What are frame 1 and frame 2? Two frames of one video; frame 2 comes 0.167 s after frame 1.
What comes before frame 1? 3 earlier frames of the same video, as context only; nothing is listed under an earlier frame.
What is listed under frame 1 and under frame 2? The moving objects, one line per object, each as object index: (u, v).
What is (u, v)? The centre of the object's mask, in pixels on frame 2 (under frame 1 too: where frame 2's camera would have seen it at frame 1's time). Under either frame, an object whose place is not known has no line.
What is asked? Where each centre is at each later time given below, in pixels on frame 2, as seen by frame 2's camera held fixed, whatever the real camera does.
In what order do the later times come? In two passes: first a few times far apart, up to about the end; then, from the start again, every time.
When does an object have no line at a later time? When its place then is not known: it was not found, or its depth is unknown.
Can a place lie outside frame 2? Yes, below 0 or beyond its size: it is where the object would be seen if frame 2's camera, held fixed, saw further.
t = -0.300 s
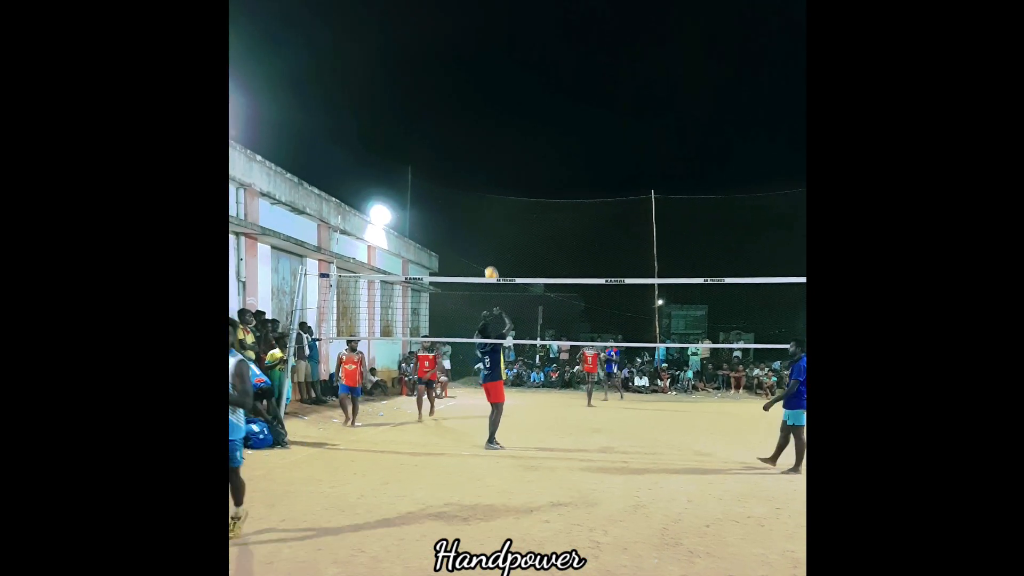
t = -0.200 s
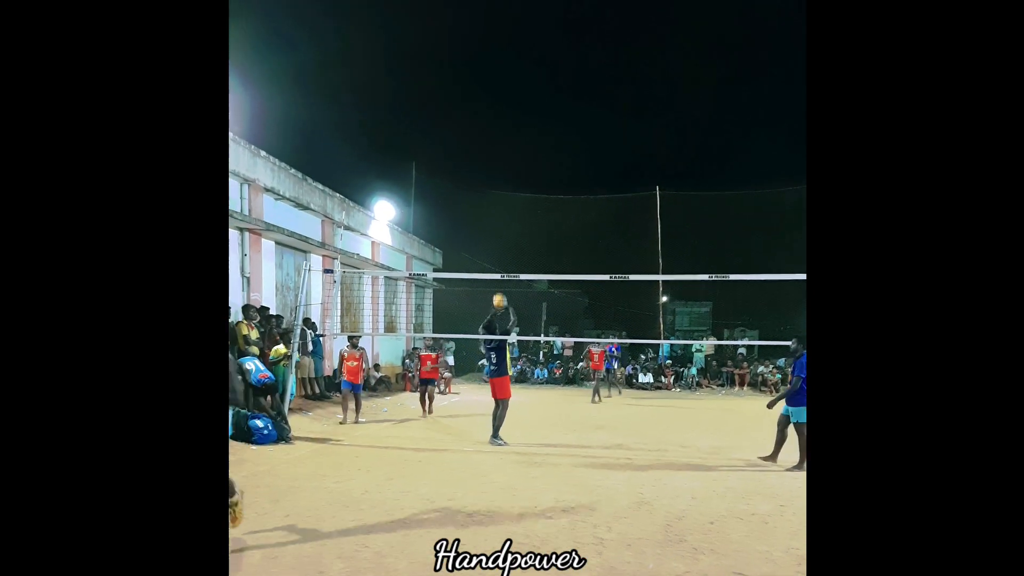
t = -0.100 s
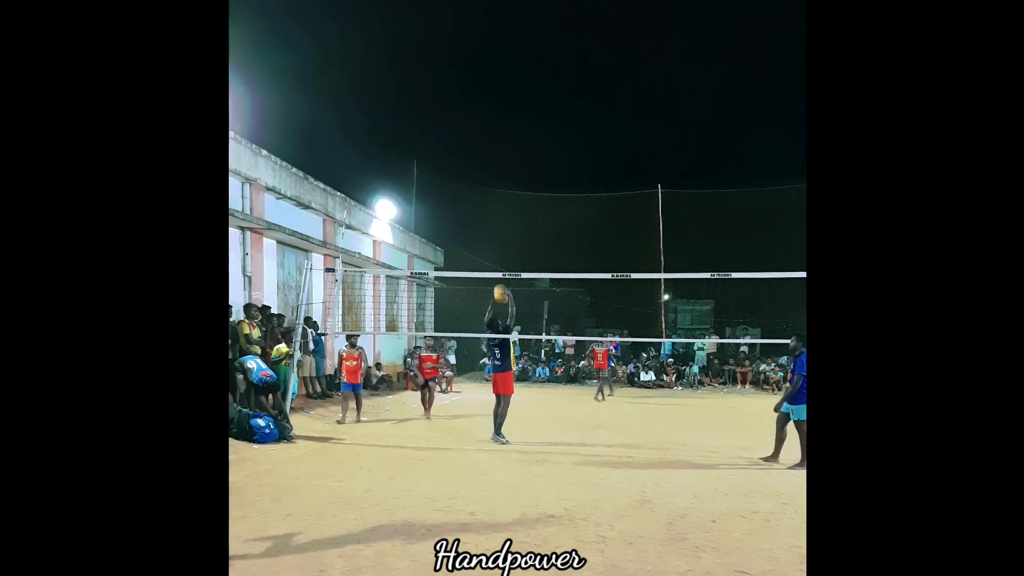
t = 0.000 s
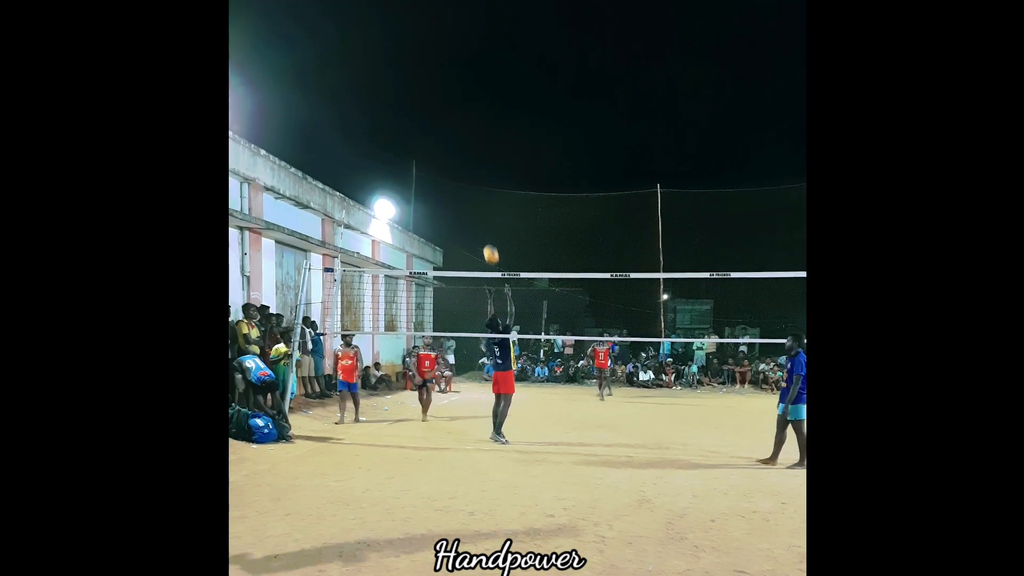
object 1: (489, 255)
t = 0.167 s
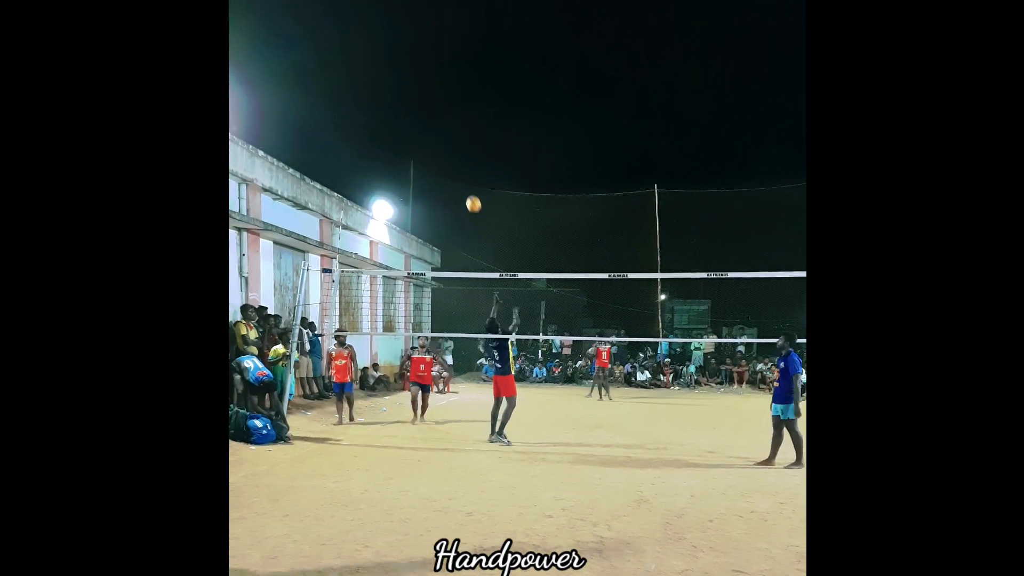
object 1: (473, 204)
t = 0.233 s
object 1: (467, 189)
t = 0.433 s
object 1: (447, 162)
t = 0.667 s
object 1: (427, 165)
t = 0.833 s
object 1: (413, 190)
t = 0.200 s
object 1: (470, 196)
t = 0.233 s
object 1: (467, 189)
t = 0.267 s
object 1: (464, 183)
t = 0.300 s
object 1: (461, 177)
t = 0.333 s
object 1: (457, 172)
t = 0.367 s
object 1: (454, 168)
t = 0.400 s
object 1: (450, 165)
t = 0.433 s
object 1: (447, 162)
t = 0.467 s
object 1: (445, 161)
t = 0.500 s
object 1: (442, 160)
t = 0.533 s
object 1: (438, 159)
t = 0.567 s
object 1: (435, 160)
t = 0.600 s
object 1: (432, 161)
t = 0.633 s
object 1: (429, 163)
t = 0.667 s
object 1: (427, 165)
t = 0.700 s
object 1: (424, 169)
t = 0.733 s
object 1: (421, 173)
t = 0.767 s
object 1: (418, 178)
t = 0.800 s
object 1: (416, 184)
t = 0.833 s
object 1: (413, 190)
